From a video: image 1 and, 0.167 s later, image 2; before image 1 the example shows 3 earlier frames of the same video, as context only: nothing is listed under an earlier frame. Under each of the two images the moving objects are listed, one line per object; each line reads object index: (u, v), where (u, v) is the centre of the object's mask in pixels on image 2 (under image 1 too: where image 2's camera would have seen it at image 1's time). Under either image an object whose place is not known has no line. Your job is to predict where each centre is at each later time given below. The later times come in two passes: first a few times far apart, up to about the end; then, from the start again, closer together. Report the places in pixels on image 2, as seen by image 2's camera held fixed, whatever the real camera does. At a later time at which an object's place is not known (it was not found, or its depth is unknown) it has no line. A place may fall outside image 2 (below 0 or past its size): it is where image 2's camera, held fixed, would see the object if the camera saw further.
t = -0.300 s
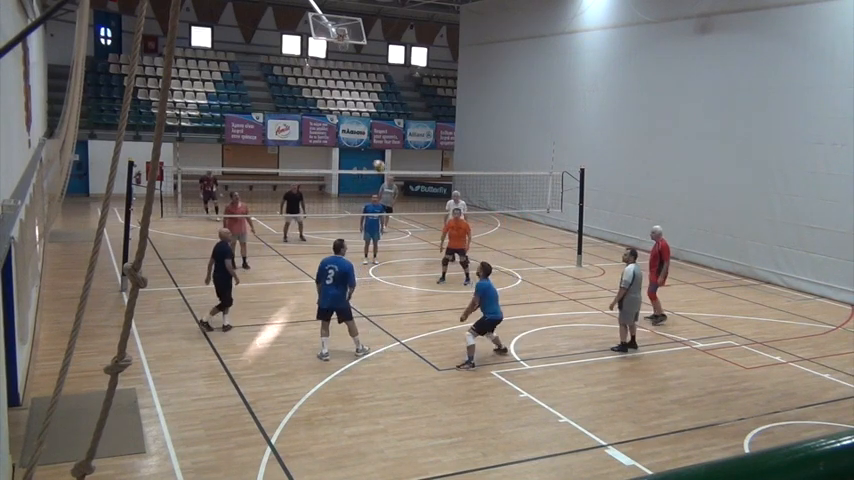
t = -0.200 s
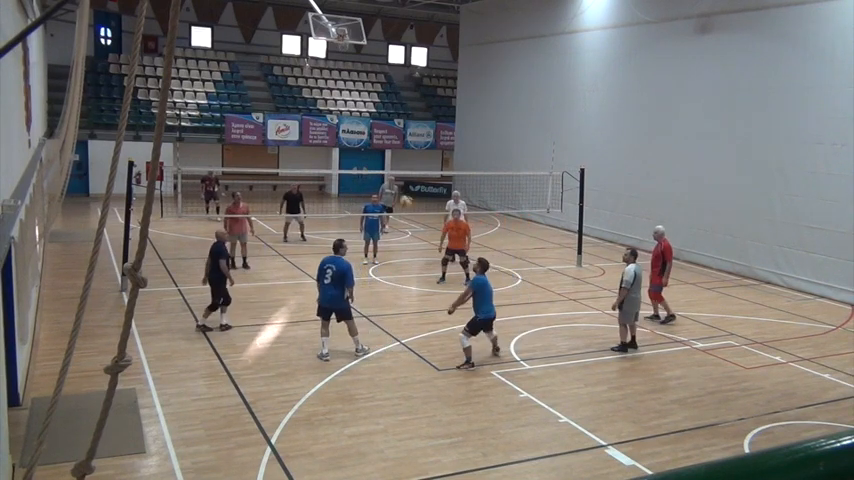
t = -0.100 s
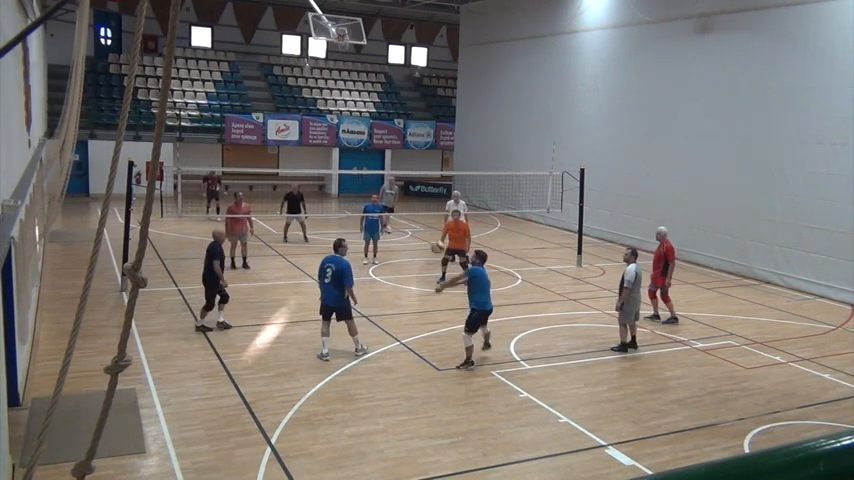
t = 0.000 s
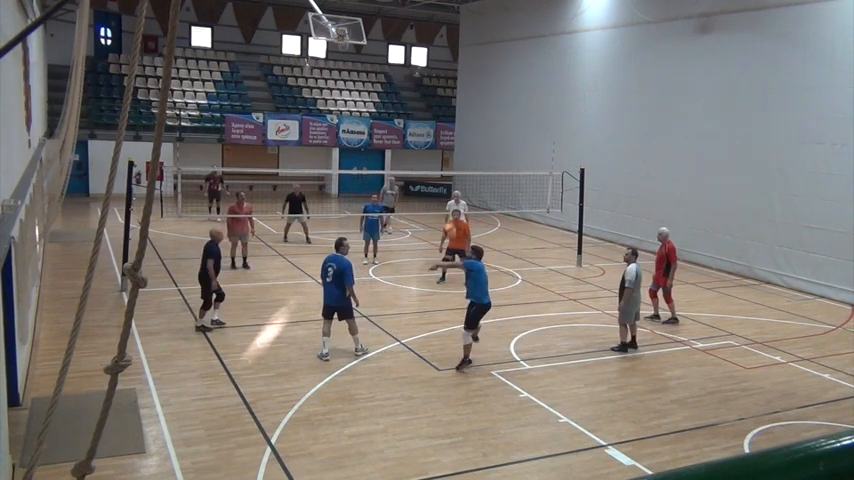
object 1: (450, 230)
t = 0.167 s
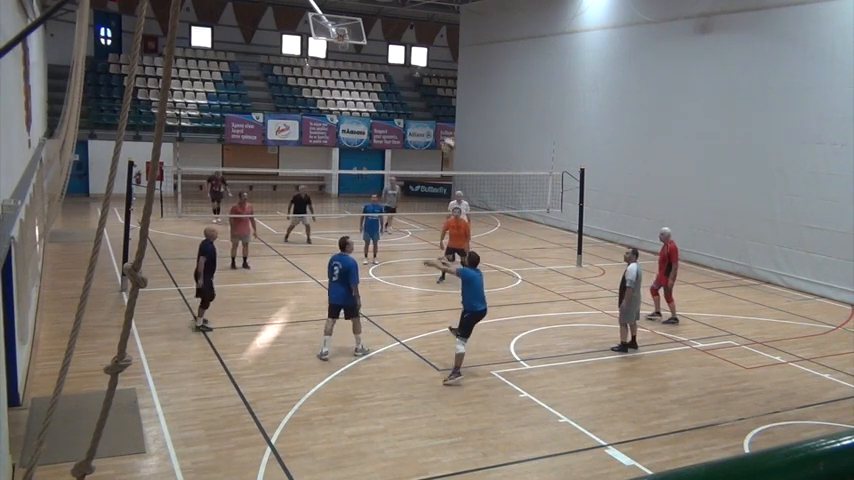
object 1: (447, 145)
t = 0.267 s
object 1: (448, 105)
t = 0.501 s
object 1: (446, 39)
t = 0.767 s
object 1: (443, 10)
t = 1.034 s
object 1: (438, 24)
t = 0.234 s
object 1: (448, 117)
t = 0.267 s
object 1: (448, 105)
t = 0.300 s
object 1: (448, 93)
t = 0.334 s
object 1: (448, 81)
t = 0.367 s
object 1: (448, 72)
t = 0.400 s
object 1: (447, 63)
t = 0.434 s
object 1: (447, 54)
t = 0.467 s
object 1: (447, 46)
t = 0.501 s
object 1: (446, 39)
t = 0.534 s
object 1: (446, 32)
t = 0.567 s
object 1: (445, 27)
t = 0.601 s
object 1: (445, 23)
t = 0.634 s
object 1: (445, 19)
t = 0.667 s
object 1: (444, 15)
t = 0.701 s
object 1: (444, 13)
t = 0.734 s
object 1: (443, 11)
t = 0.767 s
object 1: (443, 10)
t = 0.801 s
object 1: (442, 9)
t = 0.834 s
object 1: (441, 10)
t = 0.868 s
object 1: (440, 10)
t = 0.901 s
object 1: (440, 12)
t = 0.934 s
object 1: (440, 14)
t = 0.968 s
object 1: (439, 17)
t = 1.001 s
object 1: (438, 20)
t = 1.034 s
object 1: (438, 24)
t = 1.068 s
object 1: (436, 29)
